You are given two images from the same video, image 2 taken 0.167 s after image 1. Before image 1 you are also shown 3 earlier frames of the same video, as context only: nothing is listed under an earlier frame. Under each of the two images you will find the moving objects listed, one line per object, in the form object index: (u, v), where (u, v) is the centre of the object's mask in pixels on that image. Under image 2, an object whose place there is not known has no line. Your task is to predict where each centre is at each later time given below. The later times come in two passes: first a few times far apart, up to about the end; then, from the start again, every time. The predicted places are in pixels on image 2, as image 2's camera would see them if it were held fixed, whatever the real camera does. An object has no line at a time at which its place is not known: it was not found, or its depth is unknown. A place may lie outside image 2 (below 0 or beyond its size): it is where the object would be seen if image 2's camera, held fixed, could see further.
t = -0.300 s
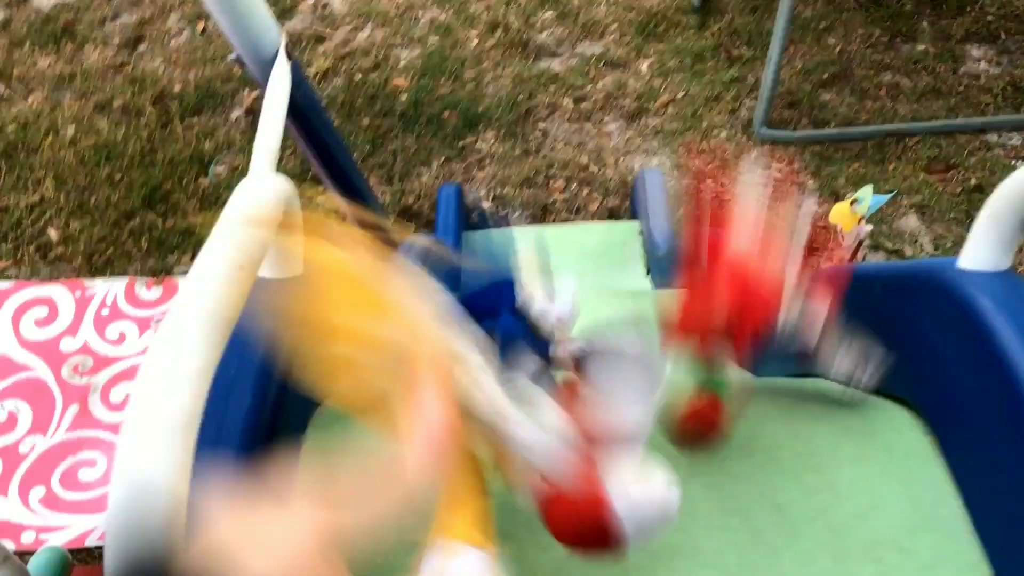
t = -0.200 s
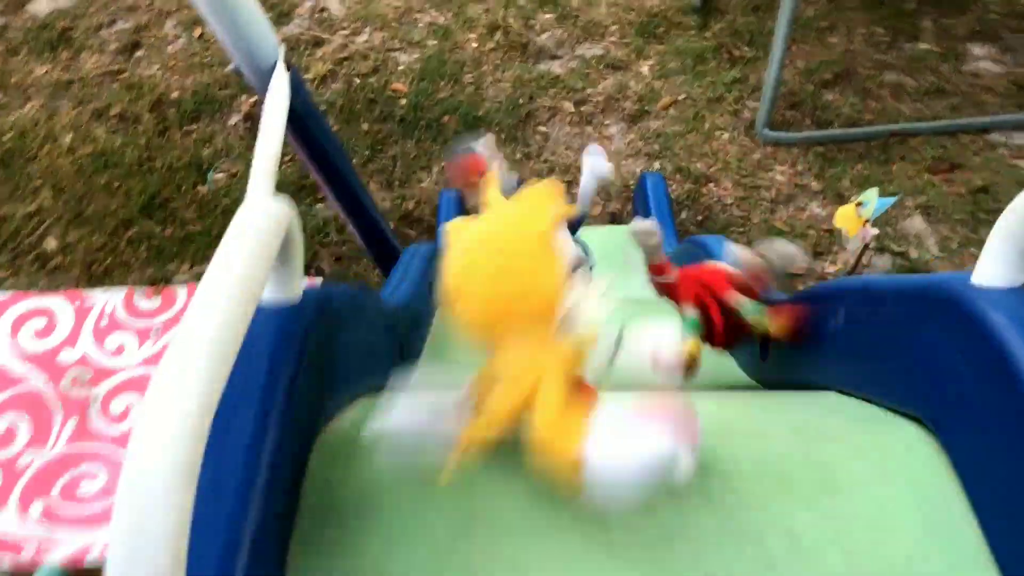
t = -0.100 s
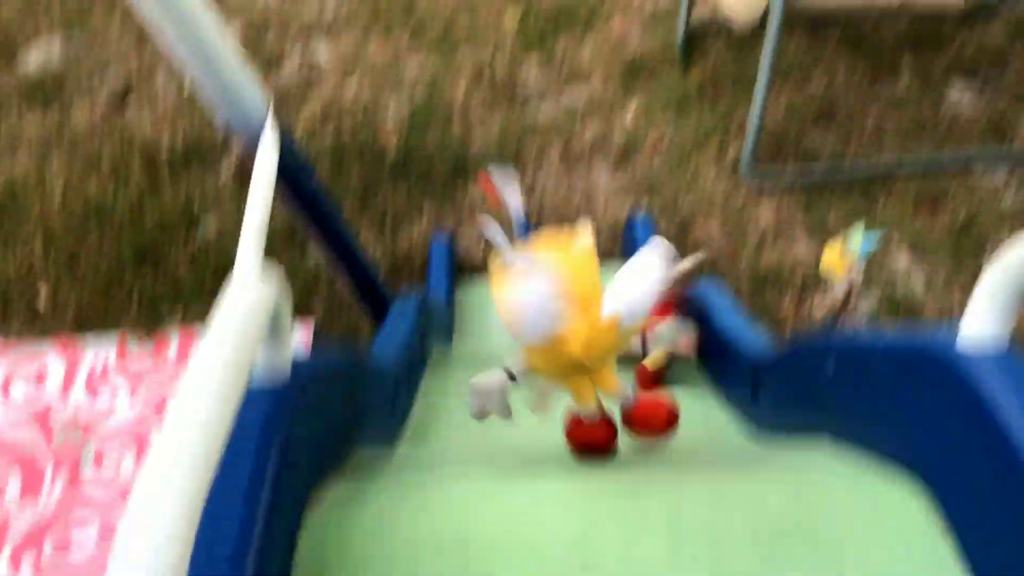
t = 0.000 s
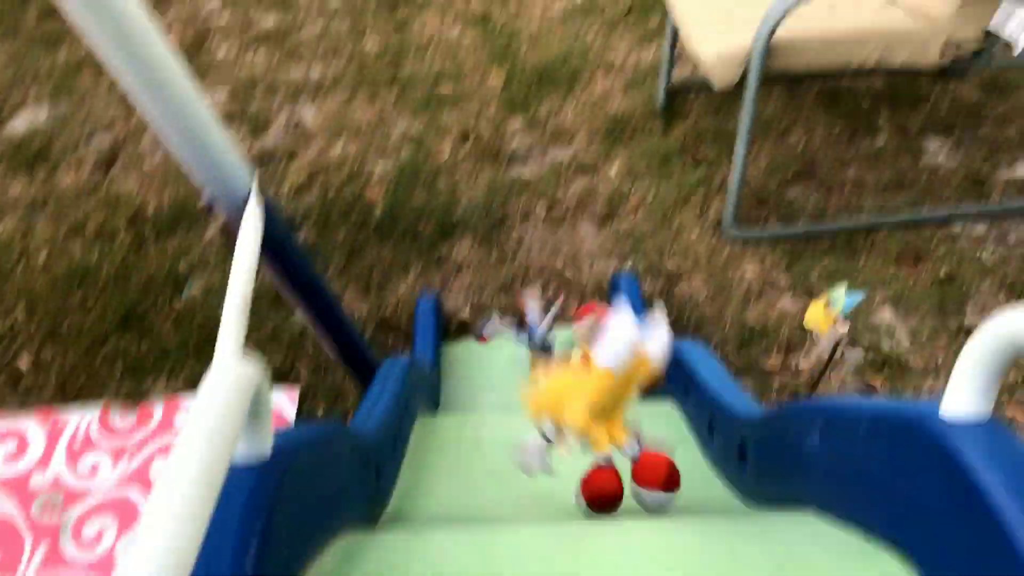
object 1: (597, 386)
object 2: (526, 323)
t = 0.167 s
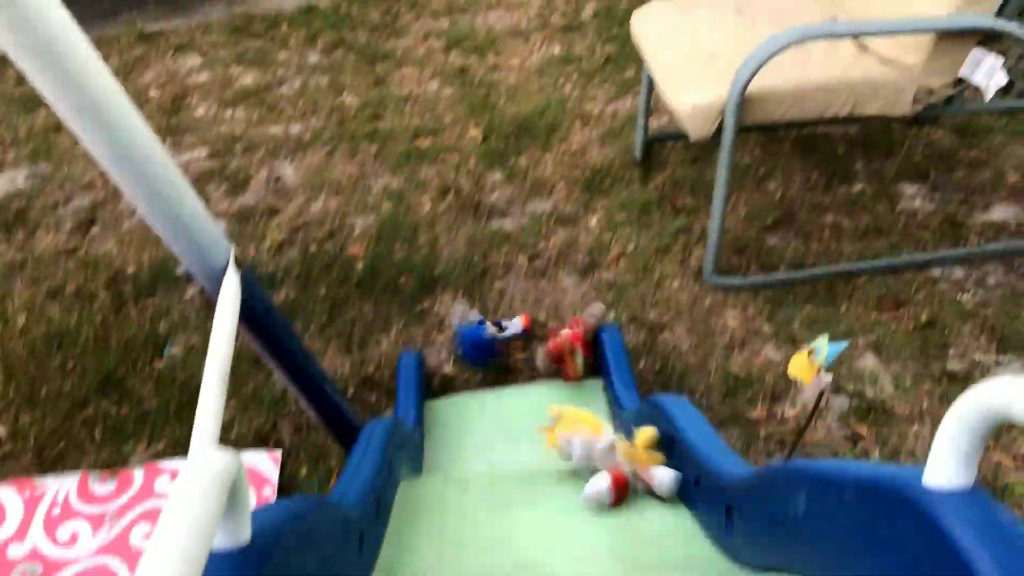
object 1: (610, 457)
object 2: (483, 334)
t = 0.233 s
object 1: (602, 418)
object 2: (473, 316)
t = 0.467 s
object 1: (554, 383)
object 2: (428, 278)
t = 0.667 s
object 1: (497, 351)
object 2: (433, 310)
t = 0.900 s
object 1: (495, 356)
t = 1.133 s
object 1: (495, 357)
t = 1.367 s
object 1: (495, 358)
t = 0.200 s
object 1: (609, 440)
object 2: (480, 322)
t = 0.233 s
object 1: (602, 418)
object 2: (473, 316)
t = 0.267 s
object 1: (595, 413)
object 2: (462, 312)
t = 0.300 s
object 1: (590, 414)
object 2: (451, 302)
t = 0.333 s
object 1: (587, 418)
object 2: (443, 297)
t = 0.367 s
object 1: (578, 420)
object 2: (434, 291)
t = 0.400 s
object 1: (566, 414)
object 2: (428, 282)
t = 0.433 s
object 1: (566, 399)
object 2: (426, 278)
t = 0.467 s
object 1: (554, 383)
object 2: (428, 278)
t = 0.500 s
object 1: (535, 368)
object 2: (428, 281)
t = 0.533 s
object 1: (523, 362)
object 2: (428, 285)
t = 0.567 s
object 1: (516, 358)
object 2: (428, 290)
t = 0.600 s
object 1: (509, 356)
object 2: (429, 297)
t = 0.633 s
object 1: (501, 354)
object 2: (442, 319)
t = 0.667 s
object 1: (497, 351)
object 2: (433, 310)
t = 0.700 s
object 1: (495, 348)
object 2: (443, 322)
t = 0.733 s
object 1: (495, 347)
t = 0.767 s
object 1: (495, 348)
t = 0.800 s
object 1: (496, 351)
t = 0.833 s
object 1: (496, 354)
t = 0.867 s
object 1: (496, 356)
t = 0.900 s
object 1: (495, 356)
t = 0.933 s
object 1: (495, 357)
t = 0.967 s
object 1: (494, 357)
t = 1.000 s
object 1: (495, 357)
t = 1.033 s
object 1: (495, 357)
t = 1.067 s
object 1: (494, 357)
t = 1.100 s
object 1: (494, 357)
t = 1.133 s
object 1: (495, 357)
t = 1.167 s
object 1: (495, 358)
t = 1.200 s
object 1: (495, 357)
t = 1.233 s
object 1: (495, 357)
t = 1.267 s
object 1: (495, 357)
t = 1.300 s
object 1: (495, 357)
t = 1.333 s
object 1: (495, 357)
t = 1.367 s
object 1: (495, 358)
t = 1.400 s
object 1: (495, 358)
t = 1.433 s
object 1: (494, 358)
